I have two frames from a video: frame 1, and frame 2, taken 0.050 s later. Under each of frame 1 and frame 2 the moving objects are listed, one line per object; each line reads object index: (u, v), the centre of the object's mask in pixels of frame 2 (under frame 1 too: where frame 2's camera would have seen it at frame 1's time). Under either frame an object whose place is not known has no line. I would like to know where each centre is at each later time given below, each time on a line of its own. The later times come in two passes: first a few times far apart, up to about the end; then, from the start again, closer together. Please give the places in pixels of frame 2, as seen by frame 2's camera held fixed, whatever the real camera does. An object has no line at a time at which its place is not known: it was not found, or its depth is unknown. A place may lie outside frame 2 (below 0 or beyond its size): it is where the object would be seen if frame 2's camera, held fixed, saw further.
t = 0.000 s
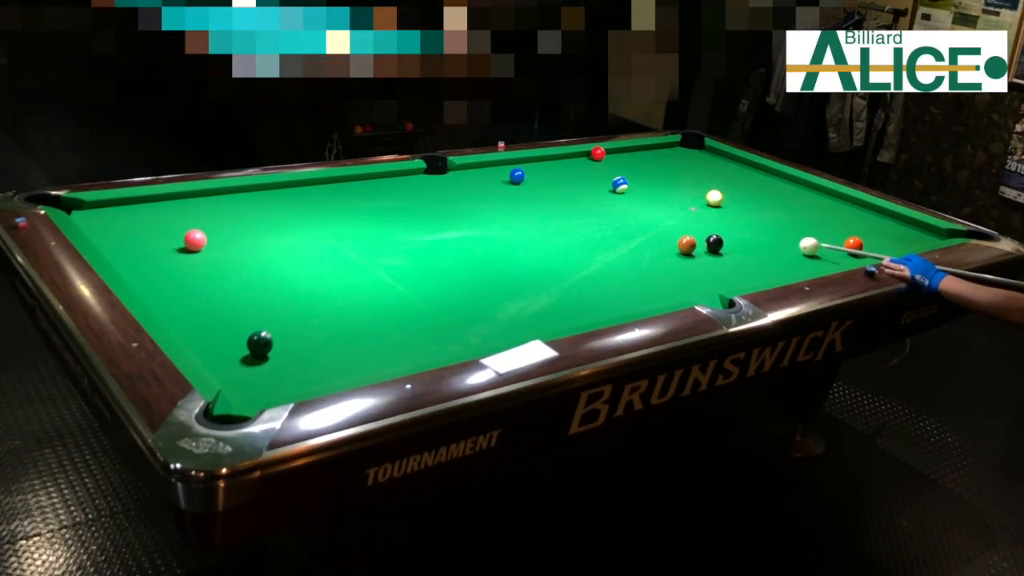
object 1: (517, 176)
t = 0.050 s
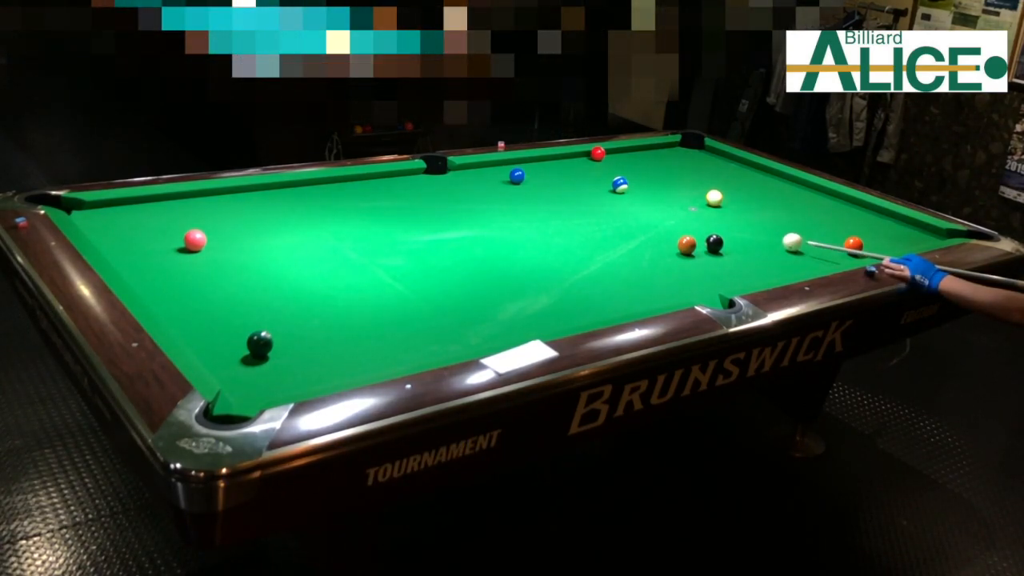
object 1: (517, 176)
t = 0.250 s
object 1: (517, 176)
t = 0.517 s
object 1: (517, 176)
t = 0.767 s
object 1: (517, 176)
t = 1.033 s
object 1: (510, 175)
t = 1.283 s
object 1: (473, 172)
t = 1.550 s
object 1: (437, 168)
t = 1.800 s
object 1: (449, 167)
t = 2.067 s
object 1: (458, 169)
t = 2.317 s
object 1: (465, 170)
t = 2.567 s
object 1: (470, 173)
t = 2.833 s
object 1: (474, 174)
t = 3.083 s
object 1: (477, 176)
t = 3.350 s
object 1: (478, 177)
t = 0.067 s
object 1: (517, 176)
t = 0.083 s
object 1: (517, 176)
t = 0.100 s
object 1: (517, 176)
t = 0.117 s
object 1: (517, 176)
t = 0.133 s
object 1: (517, 176)
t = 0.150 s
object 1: (517, 176)
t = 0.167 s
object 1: (517, 176)
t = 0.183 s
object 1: (517, 176)
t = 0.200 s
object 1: (517, 176)
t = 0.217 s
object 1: (517, 176)
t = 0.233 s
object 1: (517, 176)
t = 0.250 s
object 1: (517, 176)
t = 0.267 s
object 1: (517, 176)
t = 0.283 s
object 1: (517, 176)
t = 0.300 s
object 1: (517, 176)
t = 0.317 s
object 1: (517, 176)
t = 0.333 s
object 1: (517, 176)
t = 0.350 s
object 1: (517, 176)
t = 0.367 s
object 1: (517, 176)
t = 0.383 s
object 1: (517, 176)
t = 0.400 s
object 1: (517, 176)
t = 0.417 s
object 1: (517, 176)
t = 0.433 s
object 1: (517, 176)
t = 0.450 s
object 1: (517, 176)
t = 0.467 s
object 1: (517, 176)
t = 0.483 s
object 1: (517, 176)
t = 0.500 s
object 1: (517, 176)
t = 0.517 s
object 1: (517, 176)
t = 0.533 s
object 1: (517, 176)
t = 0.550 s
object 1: (517, 176)
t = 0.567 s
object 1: (517, 176)
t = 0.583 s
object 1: (517, 176)
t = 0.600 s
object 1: (517, 176)
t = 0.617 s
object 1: (517, 176)
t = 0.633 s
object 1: (517, 176)
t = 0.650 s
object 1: (517, 176)
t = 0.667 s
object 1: (517, 176)
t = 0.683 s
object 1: (517, 176)
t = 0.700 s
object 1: (517, 176)
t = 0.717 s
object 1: (517, 176)
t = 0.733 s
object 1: (517, 176)
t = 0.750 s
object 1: (517, 176)
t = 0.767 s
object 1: (517, 176)
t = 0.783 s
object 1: (517, 176)
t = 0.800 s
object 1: (517, 176)
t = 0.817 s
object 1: (517, 176)
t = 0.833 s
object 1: (517, 176)
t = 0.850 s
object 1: (517, 176)
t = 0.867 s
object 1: (517, 176)
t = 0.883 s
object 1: (517, 176)
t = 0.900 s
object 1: (517, 176)
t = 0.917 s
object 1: (517, 176)
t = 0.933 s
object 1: (517, 176)
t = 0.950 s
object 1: (517, 176)
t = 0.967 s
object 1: (517, 176)
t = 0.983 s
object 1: (517, 176)
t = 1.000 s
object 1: (516, 176)
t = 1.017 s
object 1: (513, 176)
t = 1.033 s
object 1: (510, 175)
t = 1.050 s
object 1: (507, 175)
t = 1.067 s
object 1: (504, 175)
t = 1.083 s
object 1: (502, 175)
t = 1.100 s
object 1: (499, 174)
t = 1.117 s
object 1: (496, 174)
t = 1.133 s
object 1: (494, 174)
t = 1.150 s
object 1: (492, 174)
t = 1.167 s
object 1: (489, 173)
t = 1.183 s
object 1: (487, 173)
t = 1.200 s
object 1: (485, 173)
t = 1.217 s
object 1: (482, 173)
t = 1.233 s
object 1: (480, 173)
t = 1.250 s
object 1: (478, 172)
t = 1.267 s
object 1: (476, 172)
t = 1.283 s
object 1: (473, 172)
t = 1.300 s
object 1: (471, 172)
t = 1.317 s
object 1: (469, 171)
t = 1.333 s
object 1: (466, 171)
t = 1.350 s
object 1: (464, 171)
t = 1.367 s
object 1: (462, 171)
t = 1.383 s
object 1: (460, 171)
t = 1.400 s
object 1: (457, 170)
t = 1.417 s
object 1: (455, 170)
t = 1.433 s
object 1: (453, 170)
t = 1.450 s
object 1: (451, 169)
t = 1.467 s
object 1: (449, 169)
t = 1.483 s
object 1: (446, 169)
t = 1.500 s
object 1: (444, 169)
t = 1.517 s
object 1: (442, 169)
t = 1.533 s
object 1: (439, 169)
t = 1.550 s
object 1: (437, 168)
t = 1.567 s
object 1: (435, 168)
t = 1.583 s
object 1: (434, 168)
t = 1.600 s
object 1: (435, 168)
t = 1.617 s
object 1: (436, 168)
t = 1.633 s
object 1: (438, 168)
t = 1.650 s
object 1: (439, 167)
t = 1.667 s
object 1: (440, 167)
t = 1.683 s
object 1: (441, 167)
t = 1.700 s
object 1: (442, 167)
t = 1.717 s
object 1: (443, 167)
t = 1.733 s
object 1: (444, 167)
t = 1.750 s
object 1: (445, 167)
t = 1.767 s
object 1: (446, 167)
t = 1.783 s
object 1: (447, 167)
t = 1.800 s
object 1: (449, 167)
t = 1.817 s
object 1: (449, 167)
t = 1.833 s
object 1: (450, 167)
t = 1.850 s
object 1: (451, 167)
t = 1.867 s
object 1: (452, 167)
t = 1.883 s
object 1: (453, 167)
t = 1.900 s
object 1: (454, 167)
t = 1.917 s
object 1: (455, 167)
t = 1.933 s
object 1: (455, 167)
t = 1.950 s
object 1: (455, 167)
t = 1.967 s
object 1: (455, 167)
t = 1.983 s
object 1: (456, 167)
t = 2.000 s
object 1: (457, 168)
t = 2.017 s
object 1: (456, 168)
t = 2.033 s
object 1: (458, 168)
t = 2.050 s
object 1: (458, 169)
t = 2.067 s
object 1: (458, 169)
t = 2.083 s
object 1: (459, 169)
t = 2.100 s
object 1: (460, 169)
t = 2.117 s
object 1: (460, 169)
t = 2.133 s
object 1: (460, 169)
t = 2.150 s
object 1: (461, 170)
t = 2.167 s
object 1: (461, 170)
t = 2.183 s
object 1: (462, 170)
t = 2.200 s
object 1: (462, 170)
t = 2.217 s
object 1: (463, 170)
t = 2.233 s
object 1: (463, 170)
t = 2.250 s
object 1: (463, 170)
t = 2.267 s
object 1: (464, 170)
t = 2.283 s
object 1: (464, 170)
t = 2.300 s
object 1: (464, 170)
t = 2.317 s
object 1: (465, 170)
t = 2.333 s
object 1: (465, 171)
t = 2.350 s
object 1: (465, 171)
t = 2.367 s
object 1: (466, 171)
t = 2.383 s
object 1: (466, 171)
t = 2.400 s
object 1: (467, 171)
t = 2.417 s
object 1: (467, 171)
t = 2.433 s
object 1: (467, 171)
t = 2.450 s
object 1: (467, 172)
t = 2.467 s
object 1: (468, 172)
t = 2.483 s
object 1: (468, 172)
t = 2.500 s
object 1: (468, 172)
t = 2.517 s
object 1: (469, 172)
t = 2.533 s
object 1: (469, 172)
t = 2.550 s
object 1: (469, 172)
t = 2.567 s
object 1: (470, 173)
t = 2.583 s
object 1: (470, 173)
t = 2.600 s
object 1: (470, 173)
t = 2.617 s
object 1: (470, 173)
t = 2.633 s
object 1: (471, 173)
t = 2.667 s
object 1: (471, 173)
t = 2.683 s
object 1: (472, 173)
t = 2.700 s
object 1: (472, 173)
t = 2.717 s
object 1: (472, 174)
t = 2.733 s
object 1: (472, 174)
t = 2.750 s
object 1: (473, 174)
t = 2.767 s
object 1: (473, 174)
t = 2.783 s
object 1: (473, 174)
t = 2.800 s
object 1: (473, 174)
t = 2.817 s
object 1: (473, 174)
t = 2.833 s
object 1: (474, 174)
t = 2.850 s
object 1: (474, 174)
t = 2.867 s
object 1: (474, 174)
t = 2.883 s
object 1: (474, 175)
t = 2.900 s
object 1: (474, 175)
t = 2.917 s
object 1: (475, 175)
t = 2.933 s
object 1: (475, 175)
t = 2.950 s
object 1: (475, 175)
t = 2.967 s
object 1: (475, 175)
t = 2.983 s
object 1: (476, 175)
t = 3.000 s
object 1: (476, 175)
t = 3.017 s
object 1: (476, 175)
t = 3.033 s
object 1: (476, 175)
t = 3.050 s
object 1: (476, 175)
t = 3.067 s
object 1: (476, 176)
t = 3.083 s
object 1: (477, 176)
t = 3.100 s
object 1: (477, 176)
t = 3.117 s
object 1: (477, 176)
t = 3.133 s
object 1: (477, 176)
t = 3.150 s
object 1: (477, 176)
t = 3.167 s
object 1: (477, 176)
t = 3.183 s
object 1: (477, 176)
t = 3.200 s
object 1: (477, 177)
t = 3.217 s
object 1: (478, 177)
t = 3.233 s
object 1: (478, 177)
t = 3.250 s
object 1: (478, 177)
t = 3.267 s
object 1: (478, 177)
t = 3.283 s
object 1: (478, 177)
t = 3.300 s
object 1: (478, 177)
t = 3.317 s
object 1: (478, 177)
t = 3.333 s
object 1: (478, 177)
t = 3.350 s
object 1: (478, 177)
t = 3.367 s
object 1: (478, 177)
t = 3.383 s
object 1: (479, 177)
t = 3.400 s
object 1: (479, 177)
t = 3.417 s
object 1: (479, 177)
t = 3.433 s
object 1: (479, 177)
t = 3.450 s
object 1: (479, 177)
